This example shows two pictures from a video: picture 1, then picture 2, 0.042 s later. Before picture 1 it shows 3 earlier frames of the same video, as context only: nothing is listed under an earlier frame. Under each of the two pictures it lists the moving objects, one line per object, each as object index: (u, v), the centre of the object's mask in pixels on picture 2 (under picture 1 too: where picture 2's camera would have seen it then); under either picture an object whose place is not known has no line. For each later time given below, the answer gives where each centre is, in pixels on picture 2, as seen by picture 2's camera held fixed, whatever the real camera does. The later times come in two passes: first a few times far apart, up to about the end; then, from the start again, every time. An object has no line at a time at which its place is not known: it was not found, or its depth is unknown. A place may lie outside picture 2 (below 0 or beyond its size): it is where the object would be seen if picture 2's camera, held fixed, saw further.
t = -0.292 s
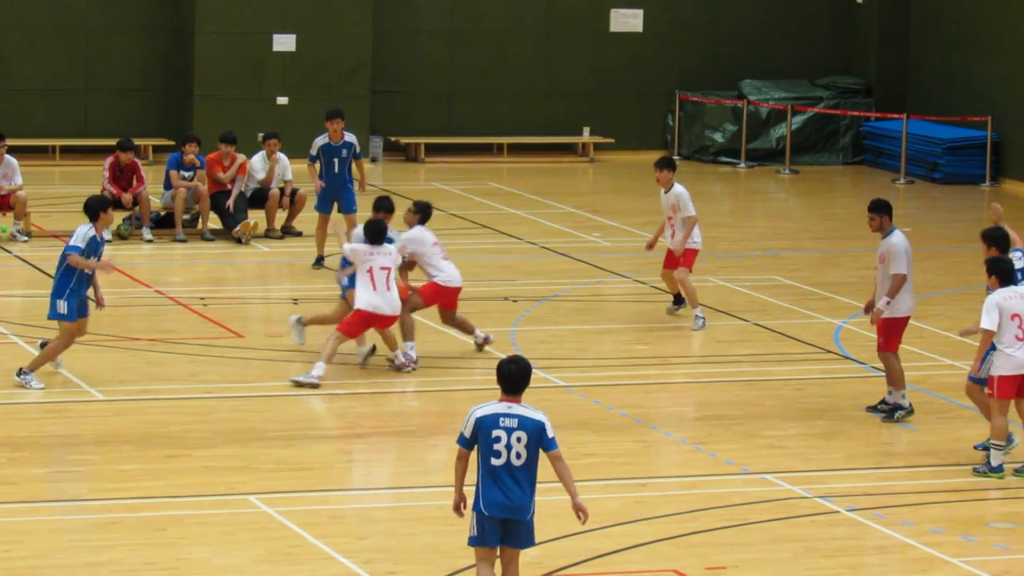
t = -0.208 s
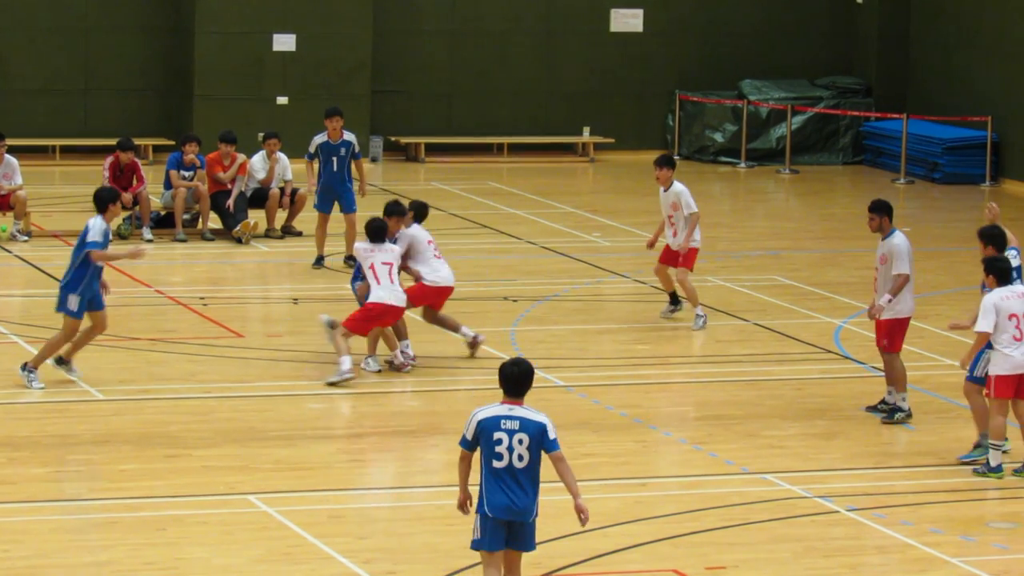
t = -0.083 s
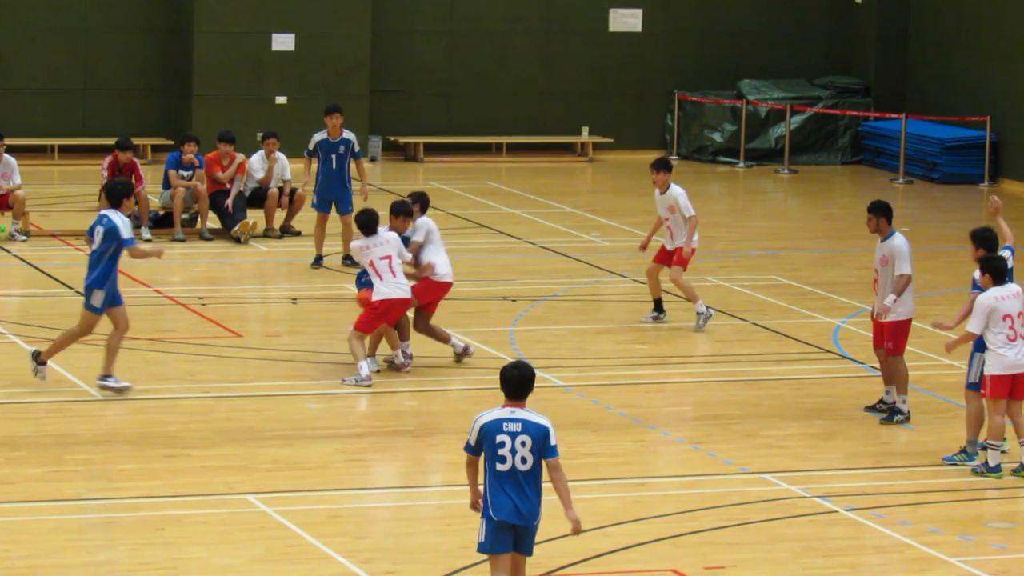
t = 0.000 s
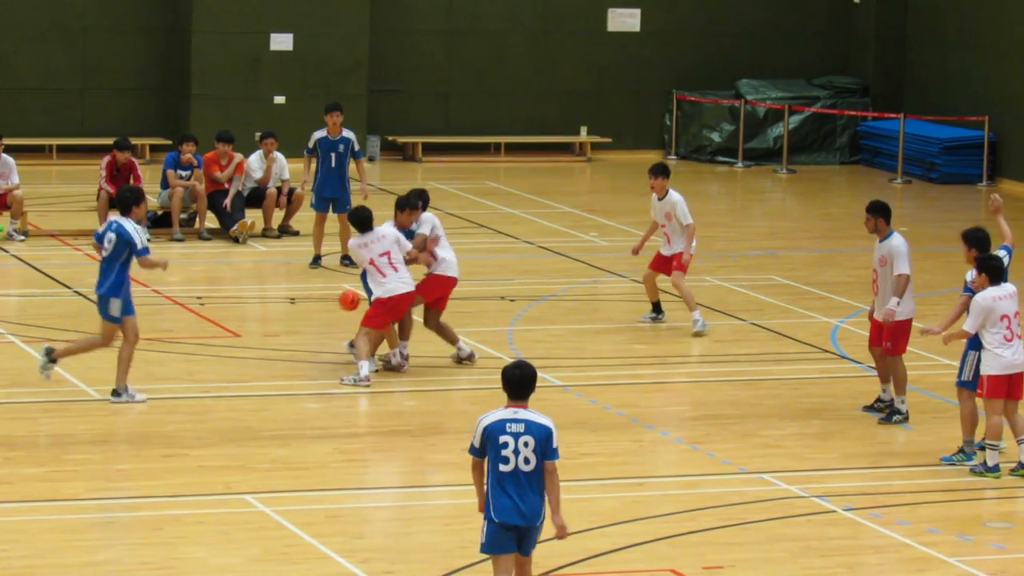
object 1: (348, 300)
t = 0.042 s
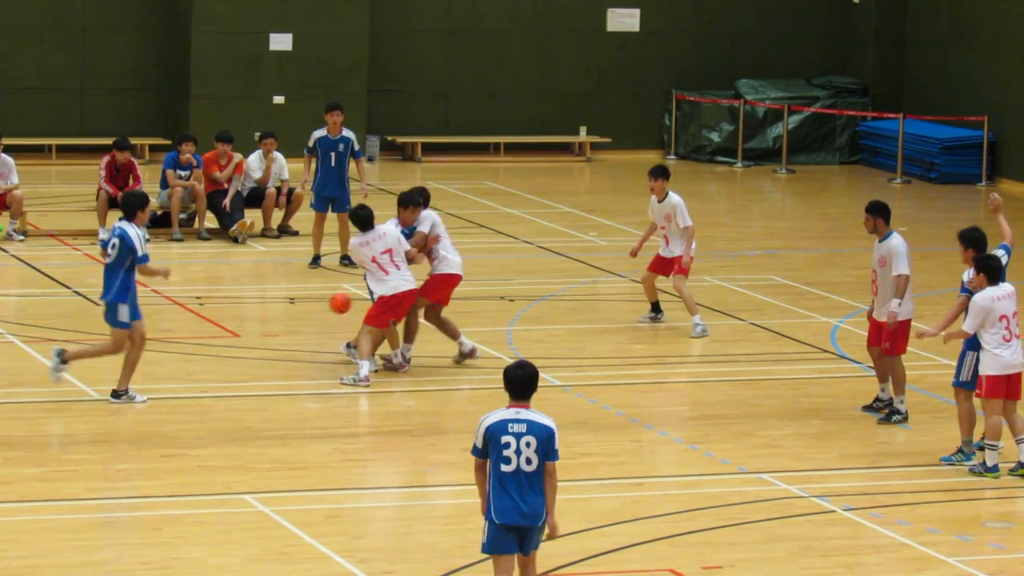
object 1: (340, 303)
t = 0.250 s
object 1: (296, 350)
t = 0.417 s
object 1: (271, 352)
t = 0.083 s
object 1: (331, 308)
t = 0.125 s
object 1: (323, 315)
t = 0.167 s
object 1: (314, 324)
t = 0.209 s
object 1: (305, 336)
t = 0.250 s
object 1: (296, 350)
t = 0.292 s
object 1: (287, 364)
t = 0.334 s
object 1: (280, 371)
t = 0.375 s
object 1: (276, 361)
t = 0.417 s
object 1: (271, 352)
